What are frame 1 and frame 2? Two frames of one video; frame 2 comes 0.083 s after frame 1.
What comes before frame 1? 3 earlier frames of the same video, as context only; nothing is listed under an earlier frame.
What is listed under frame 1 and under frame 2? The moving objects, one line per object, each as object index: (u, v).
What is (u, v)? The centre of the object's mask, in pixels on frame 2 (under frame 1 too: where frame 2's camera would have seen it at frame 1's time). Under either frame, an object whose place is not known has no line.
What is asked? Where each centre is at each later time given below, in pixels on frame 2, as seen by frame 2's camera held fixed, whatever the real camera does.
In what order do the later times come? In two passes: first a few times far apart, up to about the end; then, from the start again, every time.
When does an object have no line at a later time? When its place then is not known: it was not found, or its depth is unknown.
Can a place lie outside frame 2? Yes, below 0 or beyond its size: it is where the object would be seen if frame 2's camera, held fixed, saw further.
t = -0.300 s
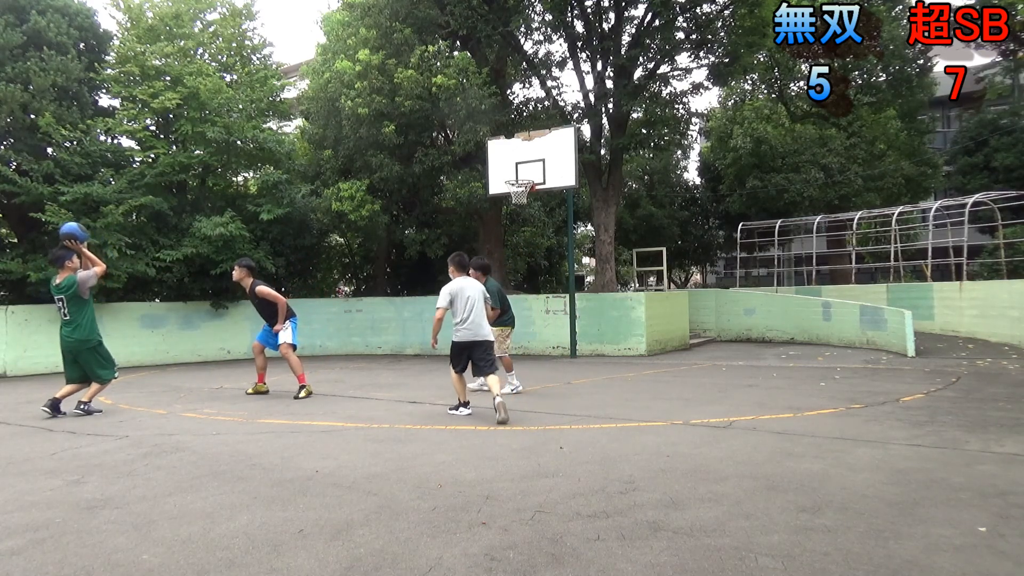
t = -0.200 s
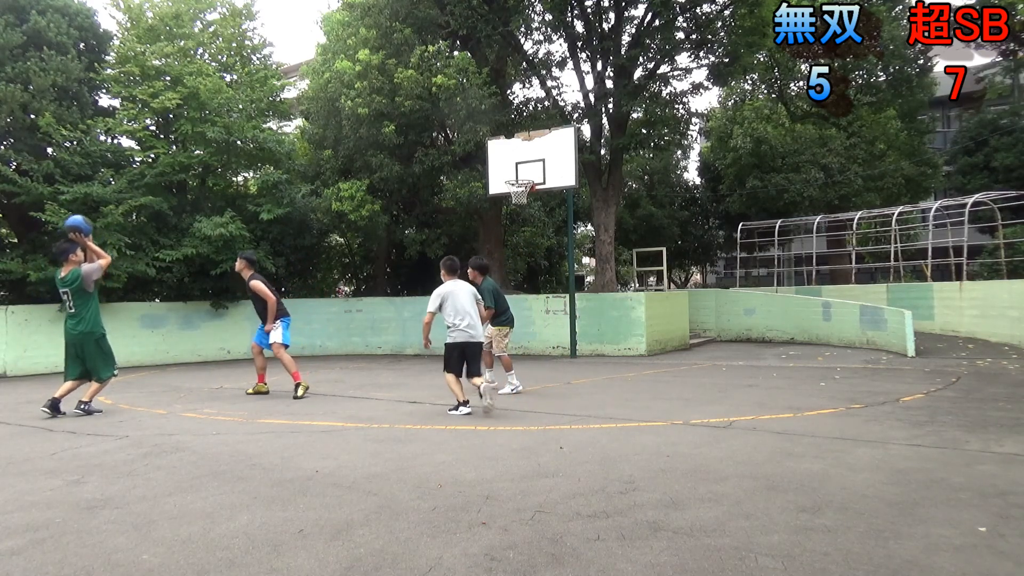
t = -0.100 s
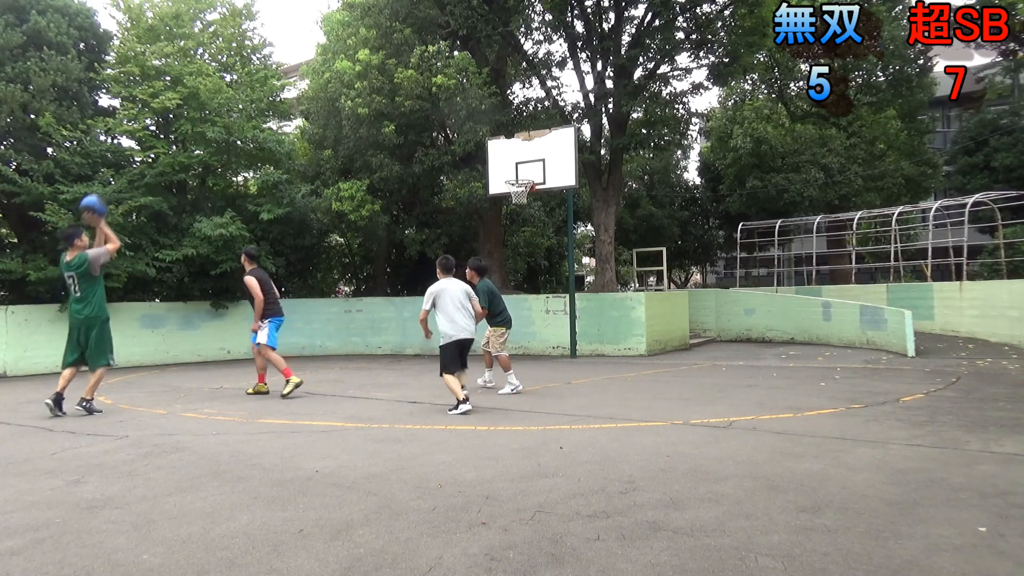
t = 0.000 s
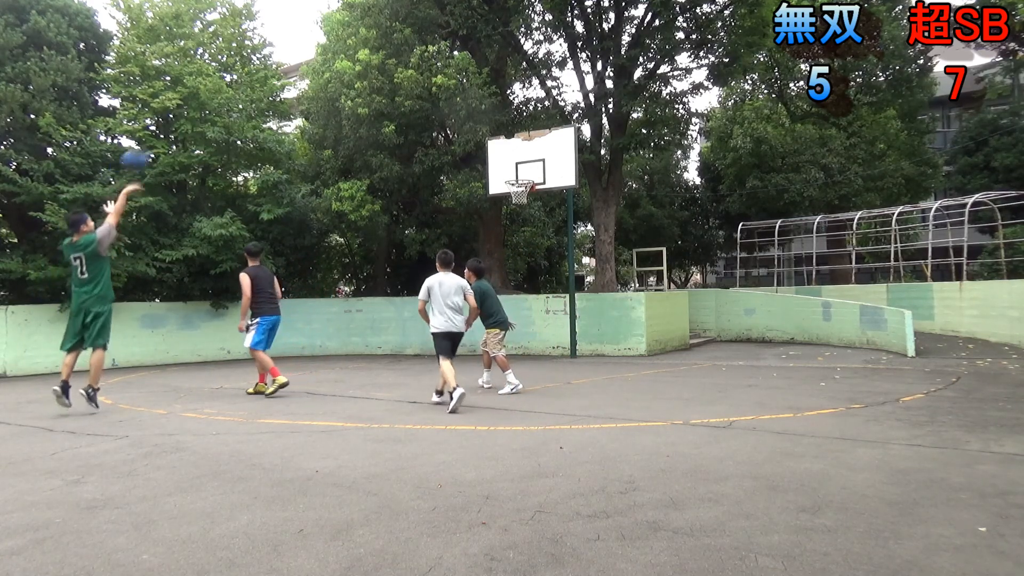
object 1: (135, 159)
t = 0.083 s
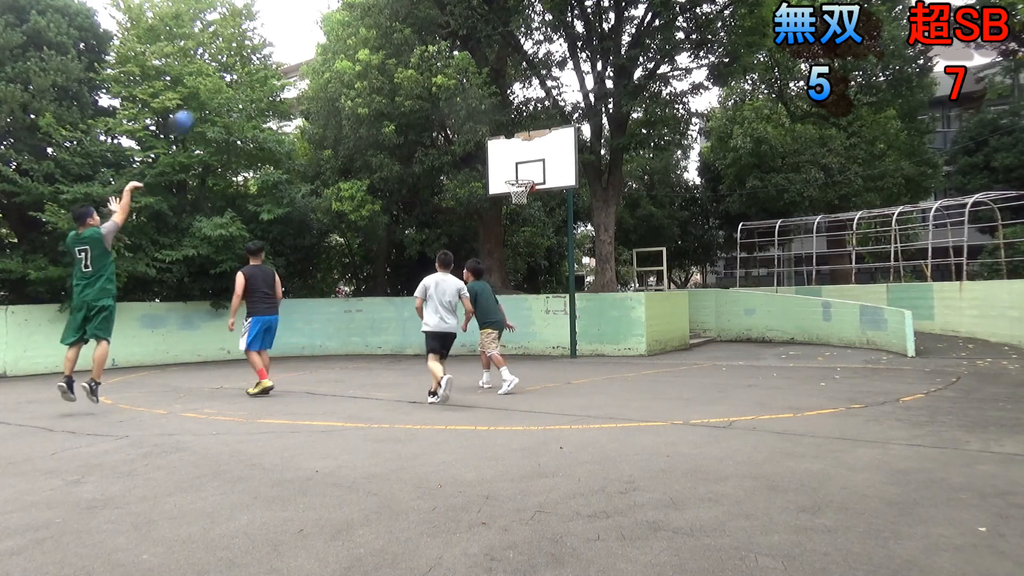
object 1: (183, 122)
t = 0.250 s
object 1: (260, 76)
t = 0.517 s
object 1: (359, 56)
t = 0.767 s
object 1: (436, 82)
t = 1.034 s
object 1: (505, 145)
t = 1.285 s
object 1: (520, 162)
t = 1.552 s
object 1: (479, 156)
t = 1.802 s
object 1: (439, 187)
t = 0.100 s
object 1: (190, 114)
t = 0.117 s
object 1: (198, 109)
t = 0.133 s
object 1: (205, 104)
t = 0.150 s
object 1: (213, 100)
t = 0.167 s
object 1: (220, 95)
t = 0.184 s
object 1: (228, 92)
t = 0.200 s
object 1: (236, 89)
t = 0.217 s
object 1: (246, 85)
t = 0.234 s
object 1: (252, 80)
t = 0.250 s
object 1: (260, 76)
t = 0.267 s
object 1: (266, 74)
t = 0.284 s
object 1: (273, 71)
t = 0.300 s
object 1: (280, 70)
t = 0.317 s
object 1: (288, 68)
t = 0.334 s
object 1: (294, 66)
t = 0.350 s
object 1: (301, 64)
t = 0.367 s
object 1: (307, 62)
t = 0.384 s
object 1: (314, 61)
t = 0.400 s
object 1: (320, 59)
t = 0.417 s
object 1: (325, 58)
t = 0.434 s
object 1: (331, 57)
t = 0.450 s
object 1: (338, 56)
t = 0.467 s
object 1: (343, 56)
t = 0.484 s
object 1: (349, 56)
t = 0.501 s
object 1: (354, 56)
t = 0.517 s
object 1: (359, 56)
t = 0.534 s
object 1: (365, 57)
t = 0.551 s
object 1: (370, 58)
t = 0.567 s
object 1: (375, 59)
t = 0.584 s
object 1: (382, 60)
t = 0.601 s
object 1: (387, 61)
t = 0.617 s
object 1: (392, 62)
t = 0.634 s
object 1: (398, 64)
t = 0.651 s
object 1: (403, 65)
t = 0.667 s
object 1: (408, 67)
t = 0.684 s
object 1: (413, 69)
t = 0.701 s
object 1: (417, 72)
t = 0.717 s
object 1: (423, 74)
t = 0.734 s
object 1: (426, 77)
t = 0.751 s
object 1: (432, 80)
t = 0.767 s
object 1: (436, 82)
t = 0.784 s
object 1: (441, 85)
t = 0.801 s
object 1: (446, 88)
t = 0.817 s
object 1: (450, 91)
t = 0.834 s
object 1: (454, 94)
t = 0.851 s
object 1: (461, 97)
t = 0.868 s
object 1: (464, 100)
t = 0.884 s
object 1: (468, 104)
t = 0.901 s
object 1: (471, 108)
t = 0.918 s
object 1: (476, 113)
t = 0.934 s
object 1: (480, 117)
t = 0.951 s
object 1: (484, 122)
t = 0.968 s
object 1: (489, 127)
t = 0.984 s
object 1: (493, 131)
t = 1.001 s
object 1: (497, 135)
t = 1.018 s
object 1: (501, 139)
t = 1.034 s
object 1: (505, 145)
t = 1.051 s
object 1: (509, 150)
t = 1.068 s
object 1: (513, 155)
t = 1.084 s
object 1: (517, 161)
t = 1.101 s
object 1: (520, 166)
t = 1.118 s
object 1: (524, 171)
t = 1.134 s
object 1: (527, 174)
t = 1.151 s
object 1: (527, 173)
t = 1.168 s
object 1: (527, 171)
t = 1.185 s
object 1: (527, 170)
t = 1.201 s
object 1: (527, 169)
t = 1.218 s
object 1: (527, 168)
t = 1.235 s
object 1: (527, 167)
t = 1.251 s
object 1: (525, 165)
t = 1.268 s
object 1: (522, 163)
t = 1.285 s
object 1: (520, 162)
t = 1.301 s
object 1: (517, 160)
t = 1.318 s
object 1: (515, 159)
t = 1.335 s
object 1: (512, 157)
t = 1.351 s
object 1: (509, 156)
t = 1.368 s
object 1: (507, 155)
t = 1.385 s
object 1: (504, 155)
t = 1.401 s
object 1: (502, 154)
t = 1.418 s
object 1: (499, 154)
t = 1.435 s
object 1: (497, 153)
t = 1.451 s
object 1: (494, 153)
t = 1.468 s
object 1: (491, 153)
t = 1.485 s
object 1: (489, 153)
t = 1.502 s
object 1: (486, 153)
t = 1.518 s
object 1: (483, 154)
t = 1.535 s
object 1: (481, 155)
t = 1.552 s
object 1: (479, 156)
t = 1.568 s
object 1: (477, 157)
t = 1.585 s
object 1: (474, 158)
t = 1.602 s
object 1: (471, 159)
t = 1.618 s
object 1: (469, 160)
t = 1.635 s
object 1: (466, 161)
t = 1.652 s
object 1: (463, 163)
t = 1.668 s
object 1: (461, 164)
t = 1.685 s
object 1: (459, 166)
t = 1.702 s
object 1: (456, 170)
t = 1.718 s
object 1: (453, 173)
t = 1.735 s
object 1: (451, 175)
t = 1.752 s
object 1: (447, 178)
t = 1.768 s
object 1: (445, 181)
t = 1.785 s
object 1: (442, 185)
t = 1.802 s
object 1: (439, 187)
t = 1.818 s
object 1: (437, 191)
